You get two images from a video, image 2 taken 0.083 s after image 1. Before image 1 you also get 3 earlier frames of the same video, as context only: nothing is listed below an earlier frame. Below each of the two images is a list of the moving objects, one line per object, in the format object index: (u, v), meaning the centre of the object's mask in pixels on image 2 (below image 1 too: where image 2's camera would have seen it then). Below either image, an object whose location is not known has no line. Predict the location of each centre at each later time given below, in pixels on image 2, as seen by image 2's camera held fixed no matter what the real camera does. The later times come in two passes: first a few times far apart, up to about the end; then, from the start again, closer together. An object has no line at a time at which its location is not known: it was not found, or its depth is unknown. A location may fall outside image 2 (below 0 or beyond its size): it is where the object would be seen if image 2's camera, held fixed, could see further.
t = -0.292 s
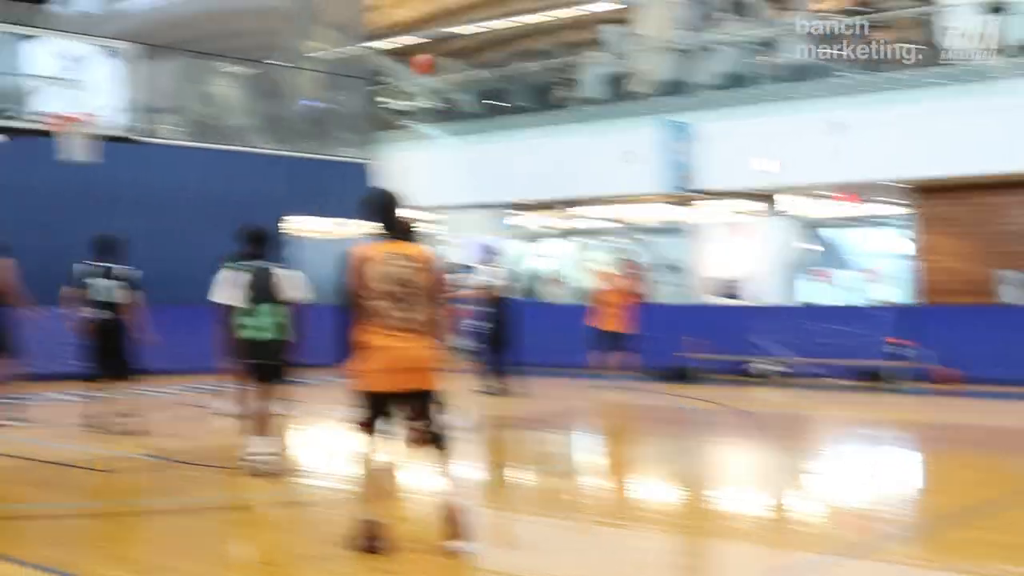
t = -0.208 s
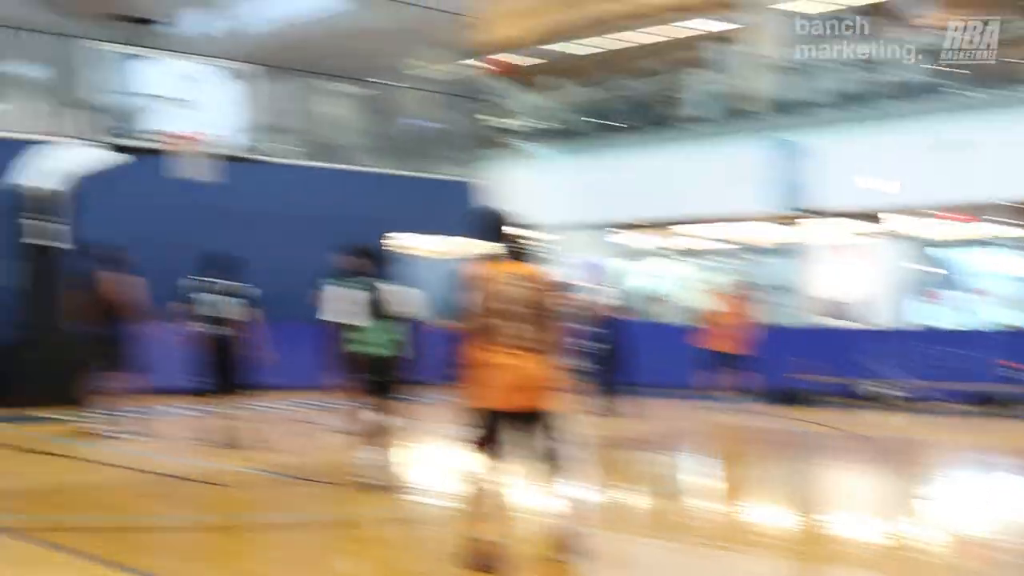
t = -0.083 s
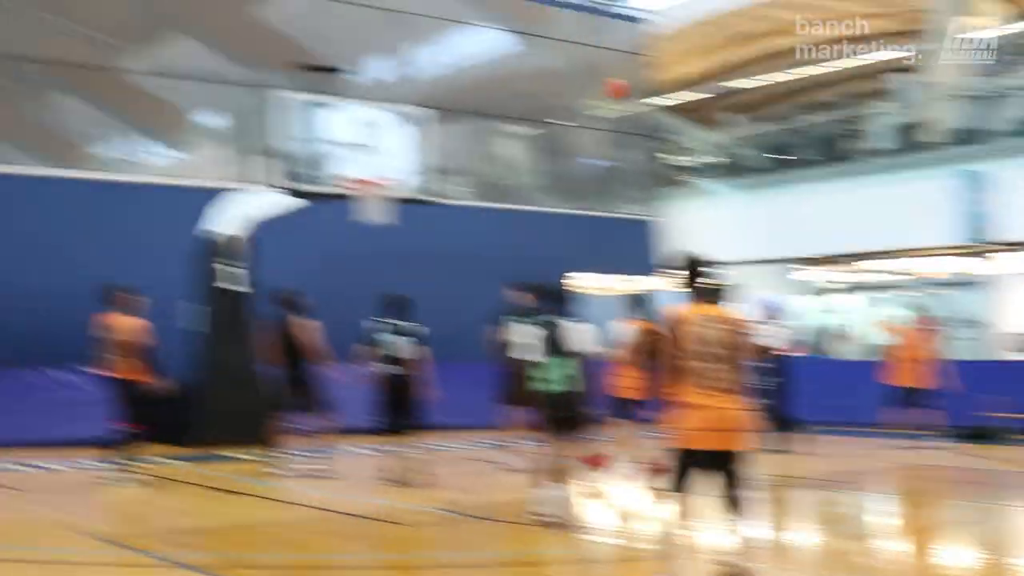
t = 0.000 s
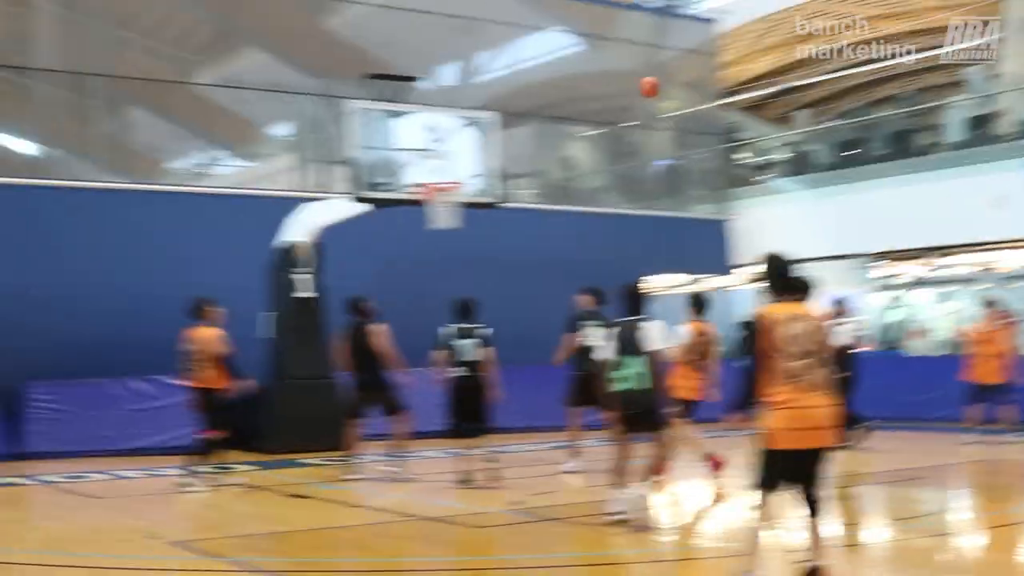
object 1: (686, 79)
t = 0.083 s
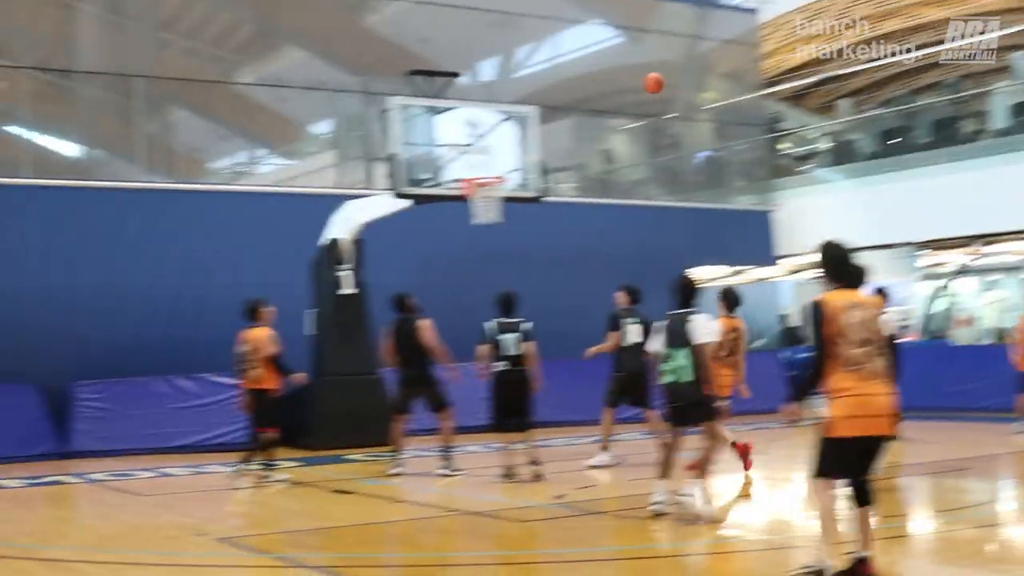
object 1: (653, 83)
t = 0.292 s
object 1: (563, 118)
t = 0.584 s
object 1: (462, 136)
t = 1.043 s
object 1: (361, 134)
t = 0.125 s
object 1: (636, 87)
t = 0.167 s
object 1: (619, 93)
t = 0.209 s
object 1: (600, 100)
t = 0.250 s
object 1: (582, 108)
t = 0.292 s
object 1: (563, 118)
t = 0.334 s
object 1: (546, 130)
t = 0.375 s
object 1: (526, 144)
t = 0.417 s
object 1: (505, 159)
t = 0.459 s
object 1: (490, 168)
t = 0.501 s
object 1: (480, 156)
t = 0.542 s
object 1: (471, 145)
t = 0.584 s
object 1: (462, 136)
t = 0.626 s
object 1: (452, 128)
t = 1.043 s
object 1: (361, 134)
